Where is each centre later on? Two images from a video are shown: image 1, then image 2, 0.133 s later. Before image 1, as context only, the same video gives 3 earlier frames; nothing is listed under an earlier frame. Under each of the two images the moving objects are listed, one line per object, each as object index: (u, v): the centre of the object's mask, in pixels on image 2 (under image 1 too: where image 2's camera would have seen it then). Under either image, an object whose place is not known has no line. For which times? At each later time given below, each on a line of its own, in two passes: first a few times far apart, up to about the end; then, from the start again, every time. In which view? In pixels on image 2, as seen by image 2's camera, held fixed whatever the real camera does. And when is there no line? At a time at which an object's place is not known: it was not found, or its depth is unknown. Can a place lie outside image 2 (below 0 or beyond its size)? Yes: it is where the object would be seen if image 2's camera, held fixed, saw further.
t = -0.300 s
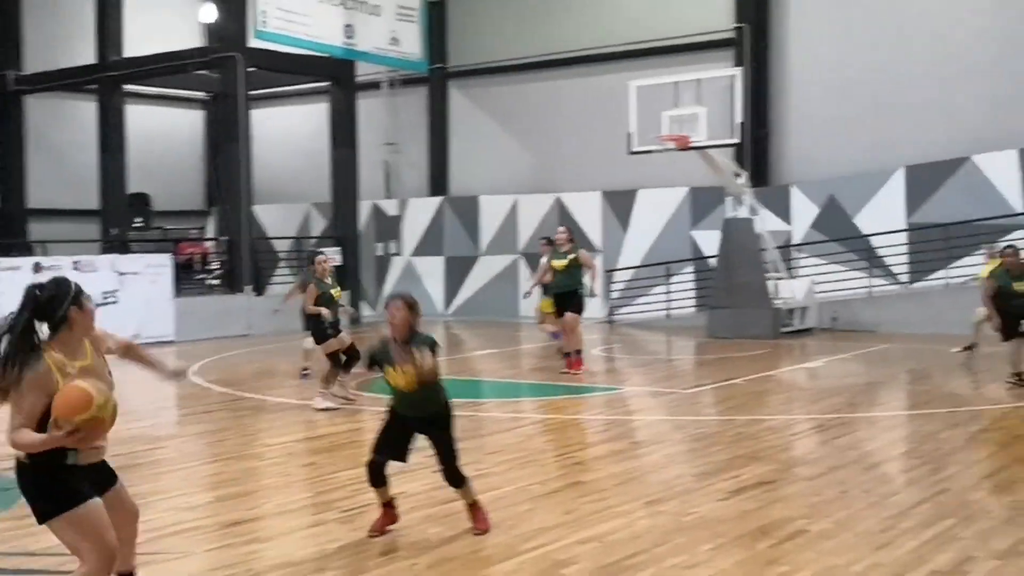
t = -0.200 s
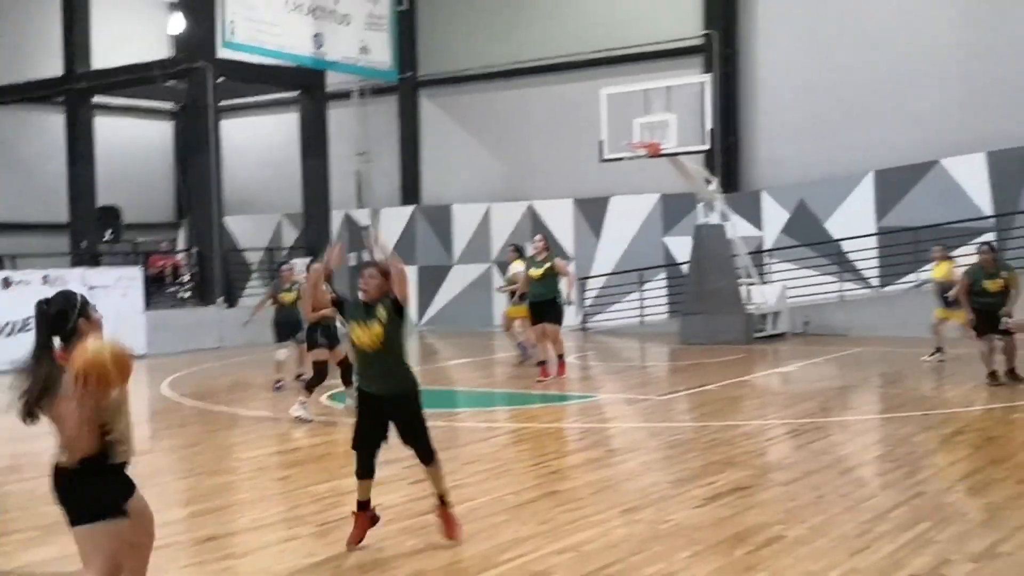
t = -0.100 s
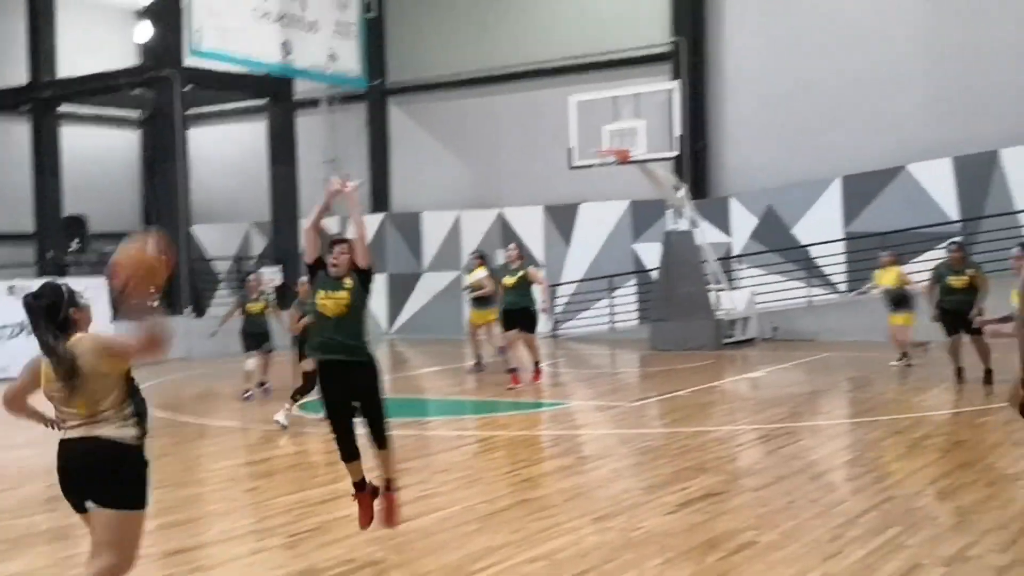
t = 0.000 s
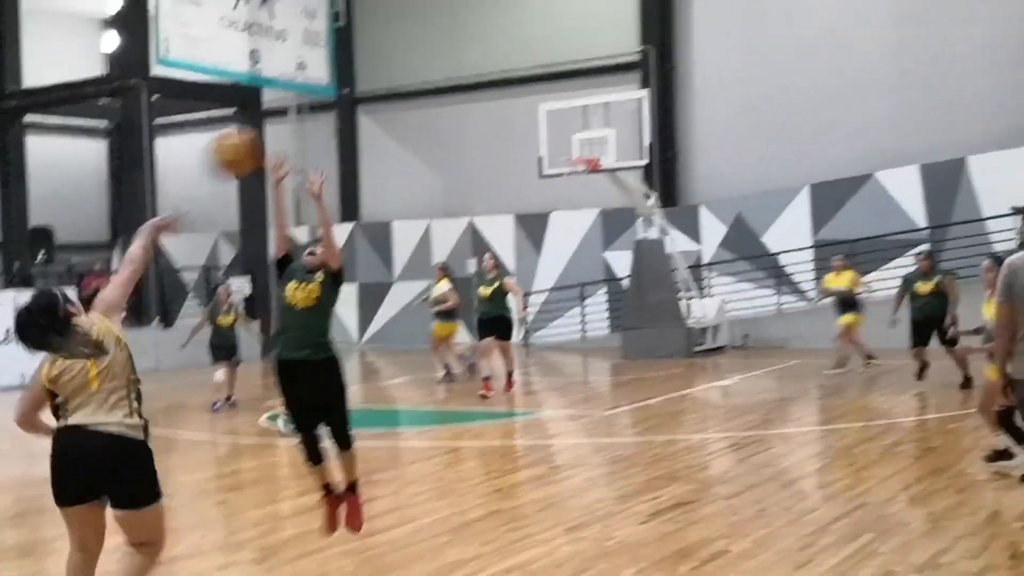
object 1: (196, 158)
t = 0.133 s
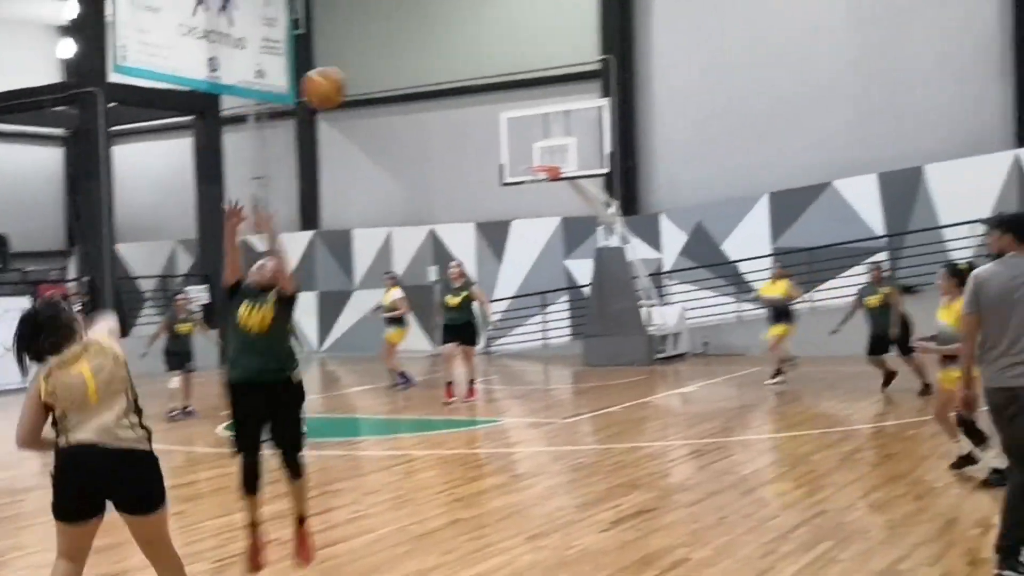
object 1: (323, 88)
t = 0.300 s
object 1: (434, 66)
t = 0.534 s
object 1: (522, 98)
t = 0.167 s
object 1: (352, 79)
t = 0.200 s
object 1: (377, 73)
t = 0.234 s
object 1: (398, 68)
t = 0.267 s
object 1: (416, 67)
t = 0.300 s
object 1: (434, 66)
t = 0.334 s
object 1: (450, 67)
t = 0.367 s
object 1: (465, 70)
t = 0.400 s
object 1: (478, 75)
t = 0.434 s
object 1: (491, 79)
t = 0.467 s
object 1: (502, 84)
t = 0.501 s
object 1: (513, 93)
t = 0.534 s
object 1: (522, 98)
